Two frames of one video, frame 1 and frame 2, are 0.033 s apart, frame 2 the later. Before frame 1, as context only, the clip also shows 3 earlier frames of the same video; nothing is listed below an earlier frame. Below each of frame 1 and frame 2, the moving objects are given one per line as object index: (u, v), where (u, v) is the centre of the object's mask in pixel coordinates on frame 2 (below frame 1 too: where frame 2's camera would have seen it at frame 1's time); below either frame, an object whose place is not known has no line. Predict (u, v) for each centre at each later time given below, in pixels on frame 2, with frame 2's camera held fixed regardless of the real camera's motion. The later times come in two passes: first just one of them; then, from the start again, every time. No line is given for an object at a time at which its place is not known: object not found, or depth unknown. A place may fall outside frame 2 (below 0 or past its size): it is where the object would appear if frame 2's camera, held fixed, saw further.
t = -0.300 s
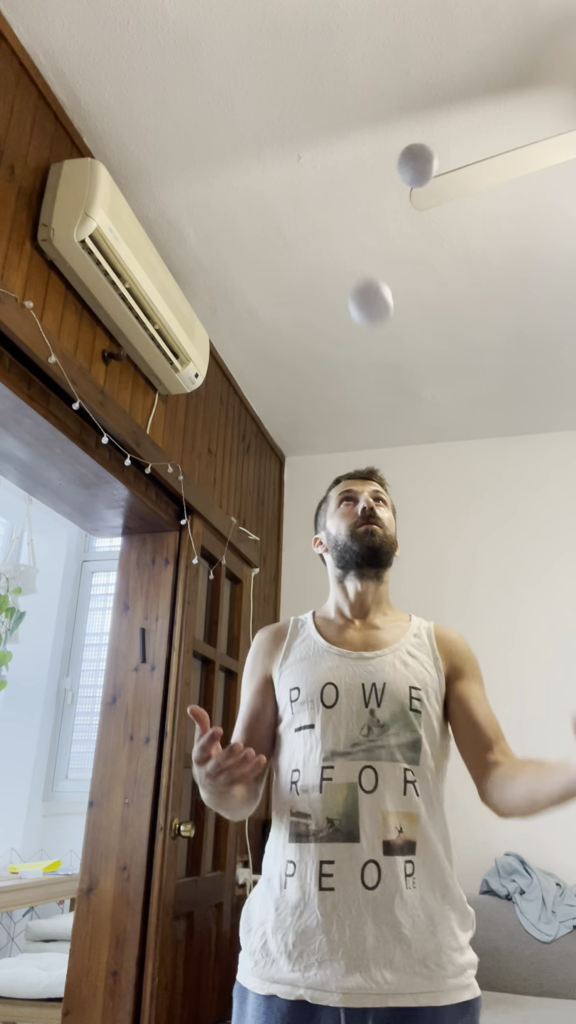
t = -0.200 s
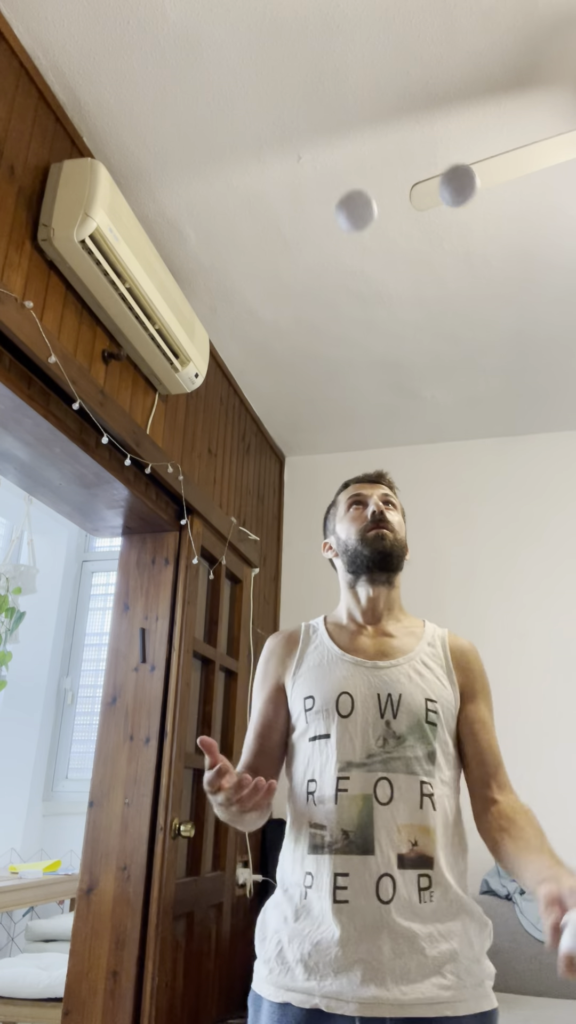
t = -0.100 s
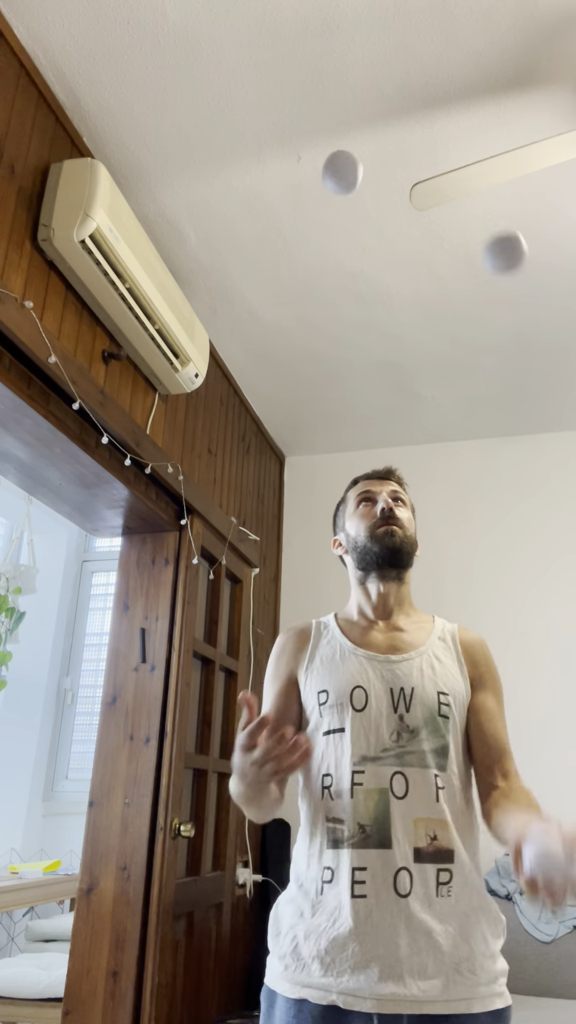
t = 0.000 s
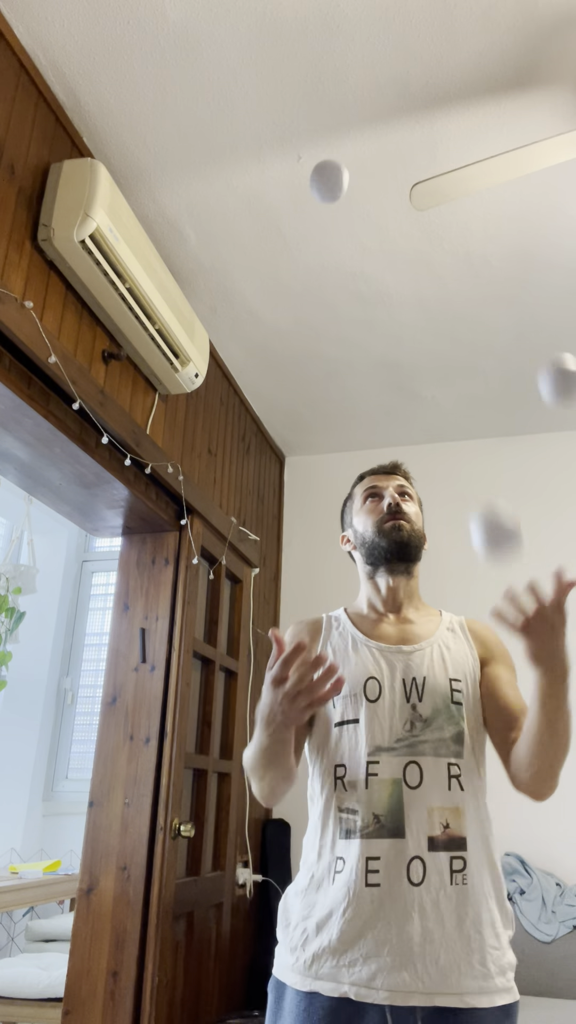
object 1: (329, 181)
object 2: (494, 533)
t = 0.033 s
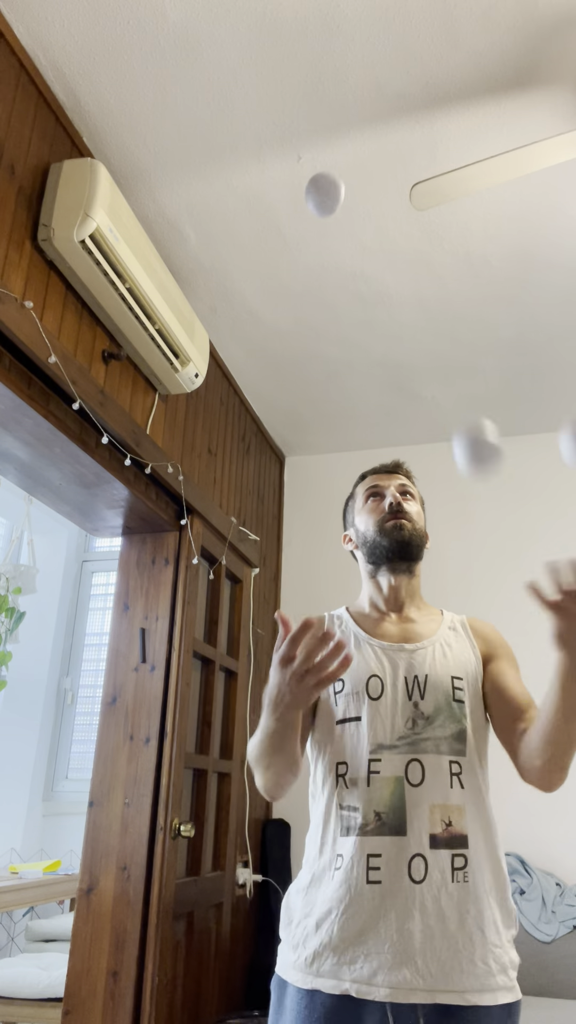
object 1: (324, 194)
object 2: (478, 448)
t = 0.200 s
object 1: (298, 353)
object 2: (414, 191)
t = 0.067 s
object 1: (319, 214)
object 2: (462, 378)
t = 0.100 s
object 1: (315, 238)
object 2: (448, 318)
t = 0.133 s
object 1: (310, 270)
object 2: (436, 267)
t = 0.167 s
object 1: (304, 307)
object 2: (425, 226)
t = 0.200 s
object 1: (298, 353)
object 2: (414, 191)
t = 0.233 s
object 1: (293, 409)
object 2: (403, 163)
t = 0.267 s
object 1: (284, 471)
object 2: (392, 141)
